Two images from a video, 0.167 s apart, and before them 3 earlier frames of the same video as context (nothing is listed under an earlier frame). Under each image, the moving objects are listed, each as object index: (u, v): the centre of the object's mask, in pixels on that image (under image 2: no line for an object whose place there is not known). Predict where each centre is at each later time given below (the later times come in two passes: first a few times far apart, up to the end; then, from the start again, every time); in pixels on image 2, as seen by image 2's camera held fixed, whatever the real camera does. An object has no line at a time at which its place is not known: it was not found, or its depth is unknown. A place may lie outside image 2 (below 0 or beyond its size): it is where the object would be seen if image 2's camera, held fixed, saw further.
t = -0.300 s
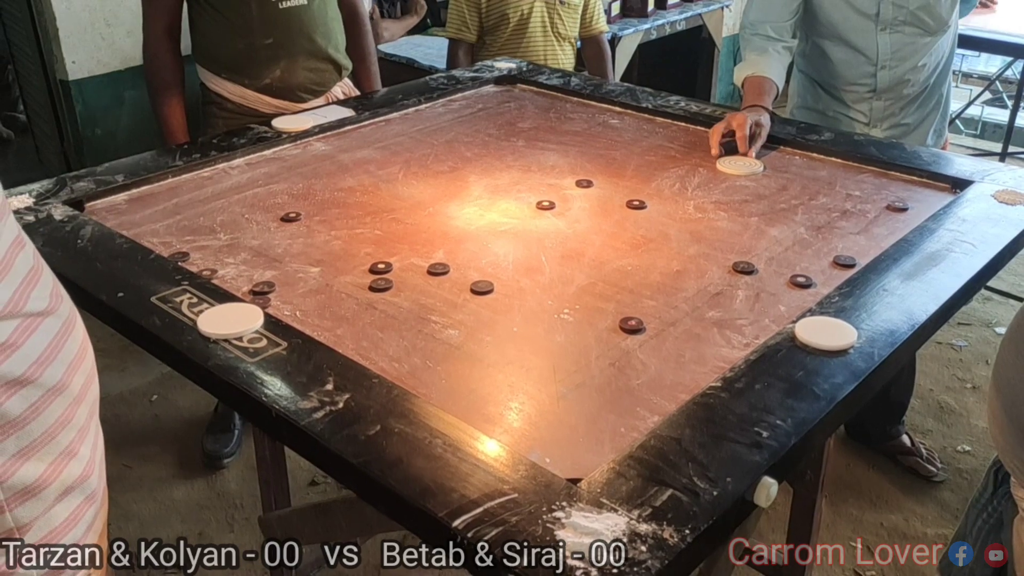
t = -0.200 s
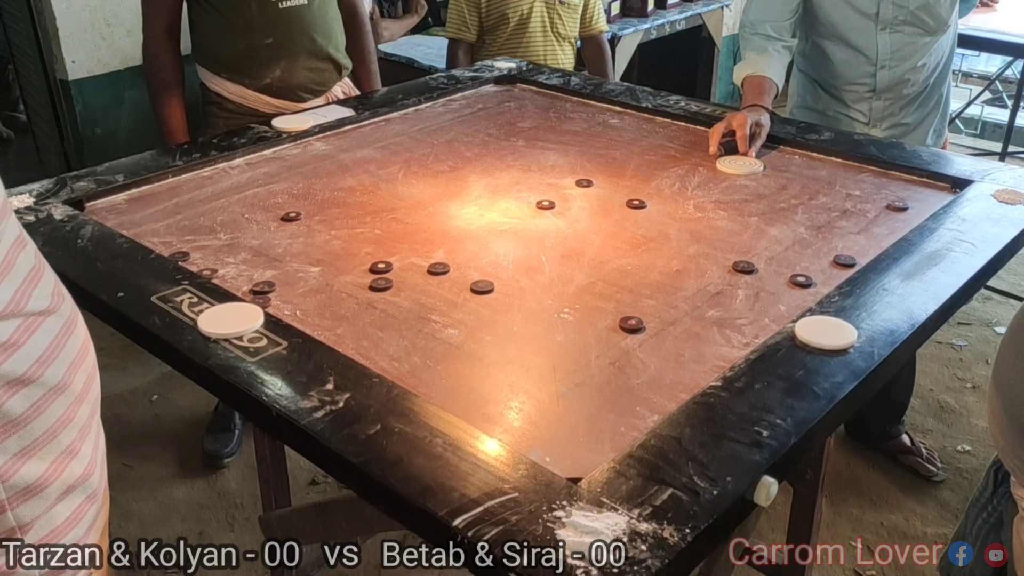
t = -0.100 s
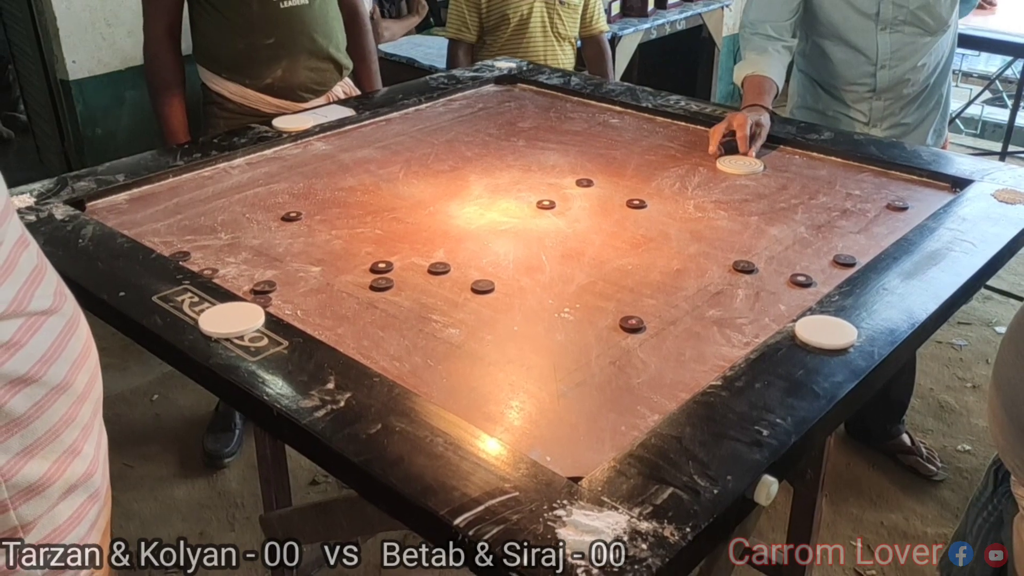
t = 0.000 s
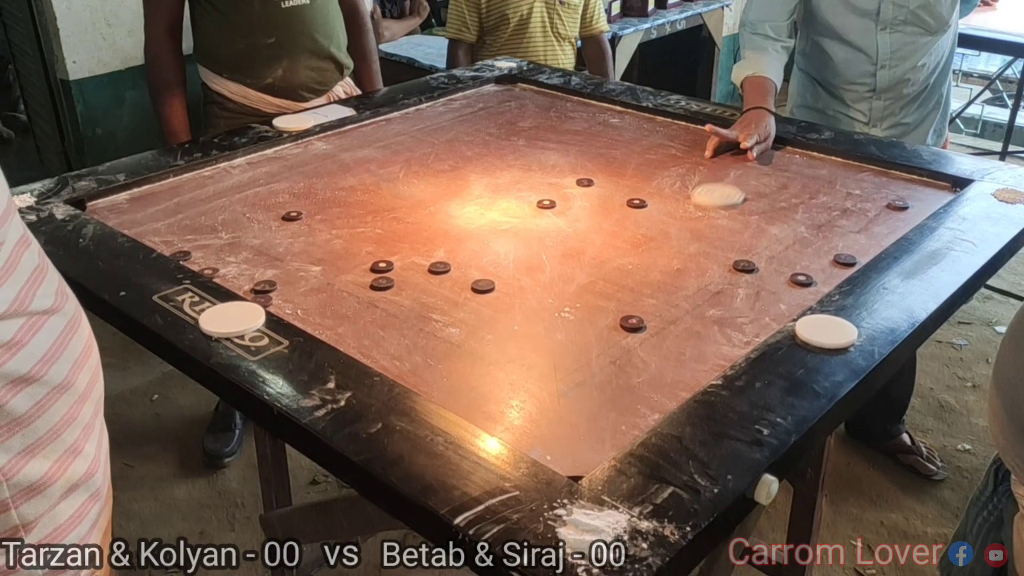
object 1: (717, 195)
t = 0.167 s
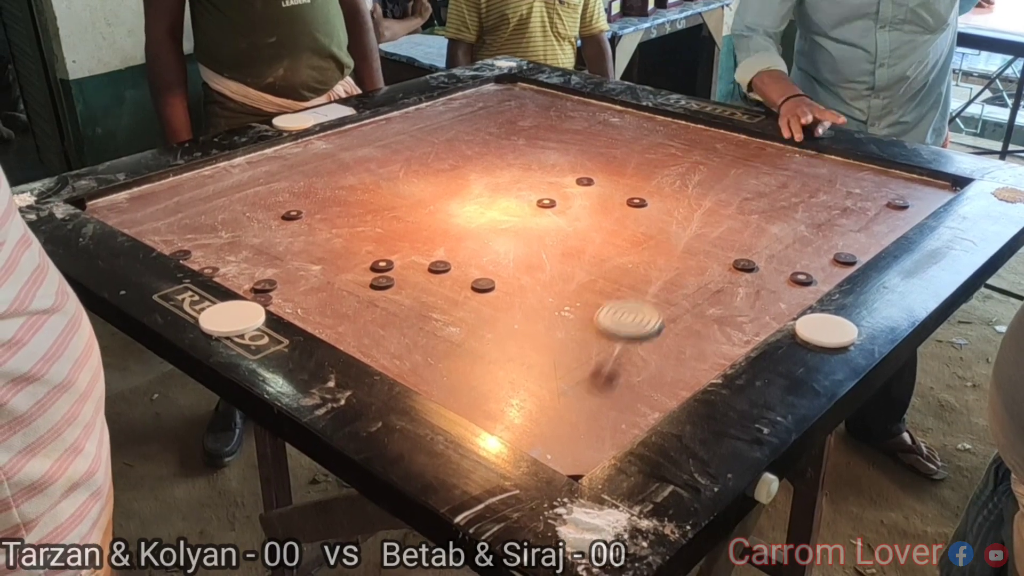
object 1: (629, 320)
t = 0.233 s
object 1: (588, 377)
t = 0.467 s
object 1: (694, 357)
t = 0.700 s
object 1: (767, 270)
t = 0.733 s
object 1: (772, 263)
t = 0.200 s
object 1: (609, 348)
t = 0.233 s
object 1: (588, 377)
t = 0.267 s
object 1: (566, 410)
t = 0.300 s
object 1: (550, 438)
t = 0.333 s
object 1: (586, 423)
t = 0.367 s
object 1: (620, 406)
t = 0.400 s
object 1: (652, 389)
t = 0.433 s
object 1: (678, 373)
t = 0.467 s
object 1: (694, 357)
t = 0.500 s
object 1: (707, 341)
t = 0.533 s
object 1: (720, 326)
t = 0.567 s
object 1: (731, 313)
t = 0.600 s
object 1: (742, 300)
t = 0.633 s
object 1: (752, 289)
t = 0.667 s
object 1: (762, 279)
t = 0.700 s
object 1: (767, 270)
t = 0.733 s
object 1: (772, 263)
